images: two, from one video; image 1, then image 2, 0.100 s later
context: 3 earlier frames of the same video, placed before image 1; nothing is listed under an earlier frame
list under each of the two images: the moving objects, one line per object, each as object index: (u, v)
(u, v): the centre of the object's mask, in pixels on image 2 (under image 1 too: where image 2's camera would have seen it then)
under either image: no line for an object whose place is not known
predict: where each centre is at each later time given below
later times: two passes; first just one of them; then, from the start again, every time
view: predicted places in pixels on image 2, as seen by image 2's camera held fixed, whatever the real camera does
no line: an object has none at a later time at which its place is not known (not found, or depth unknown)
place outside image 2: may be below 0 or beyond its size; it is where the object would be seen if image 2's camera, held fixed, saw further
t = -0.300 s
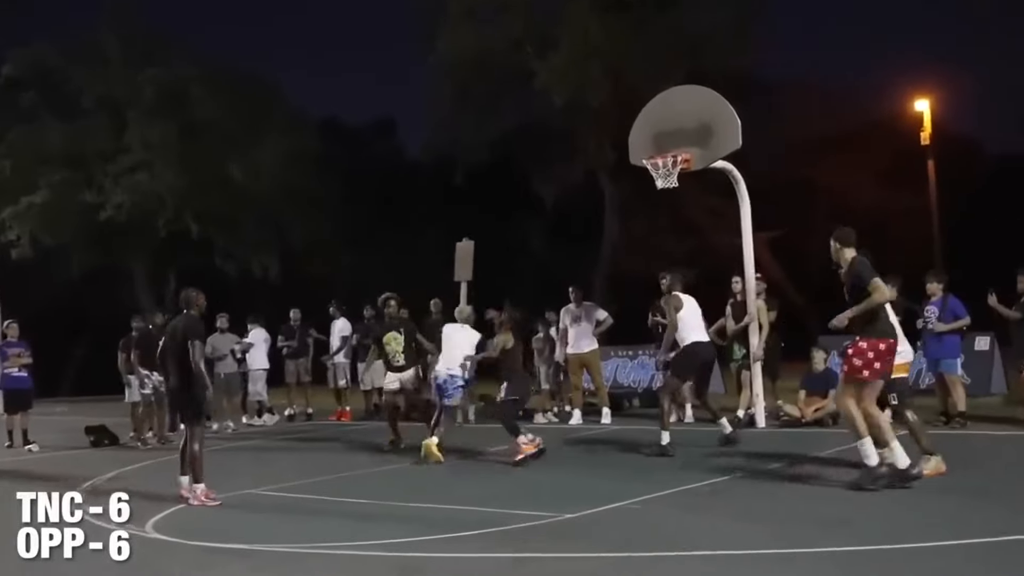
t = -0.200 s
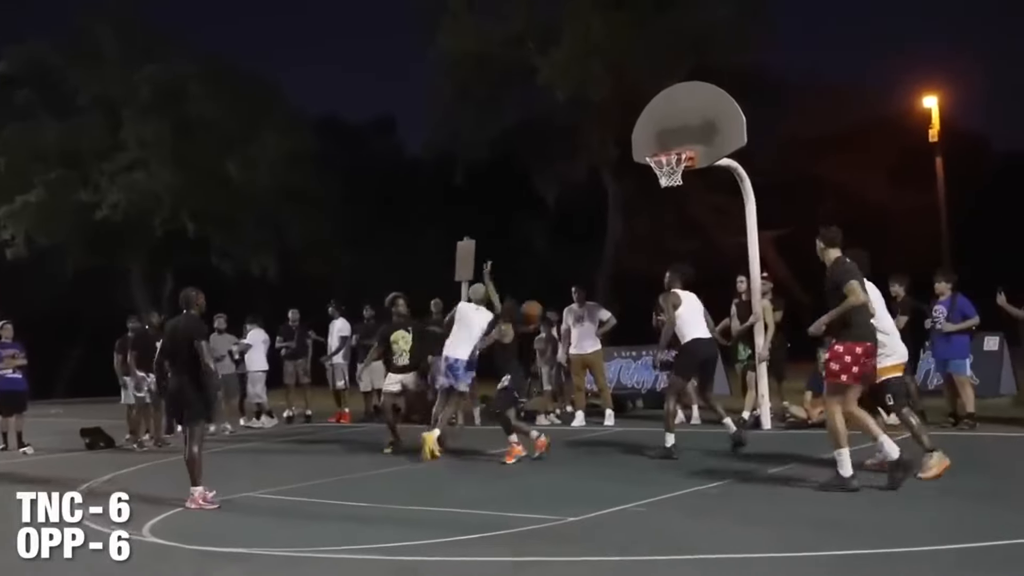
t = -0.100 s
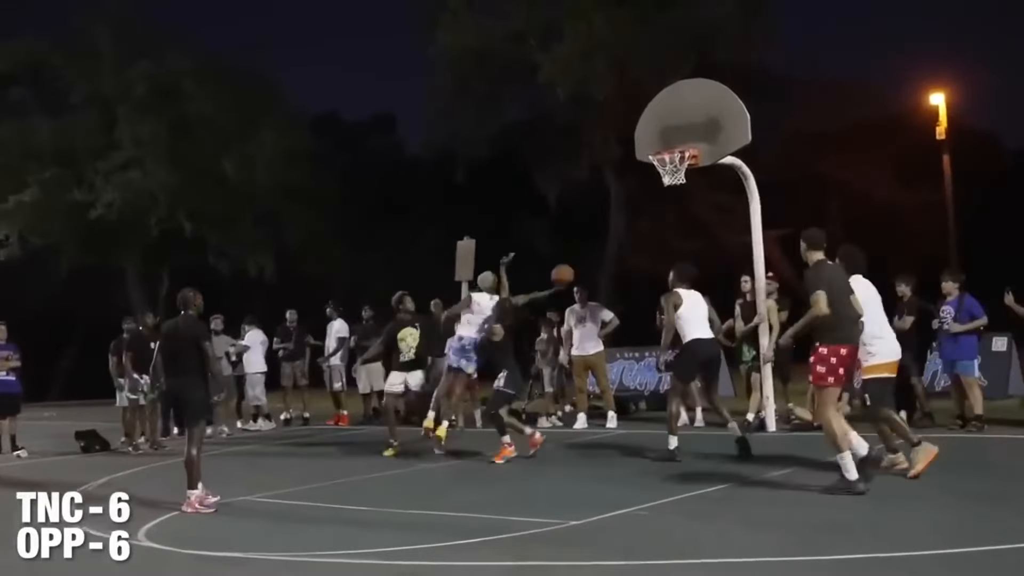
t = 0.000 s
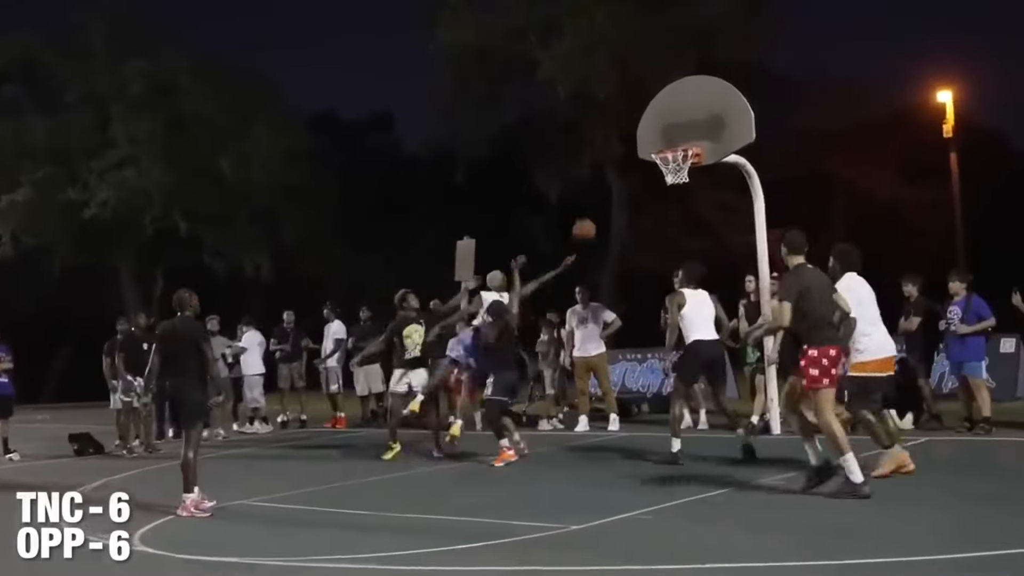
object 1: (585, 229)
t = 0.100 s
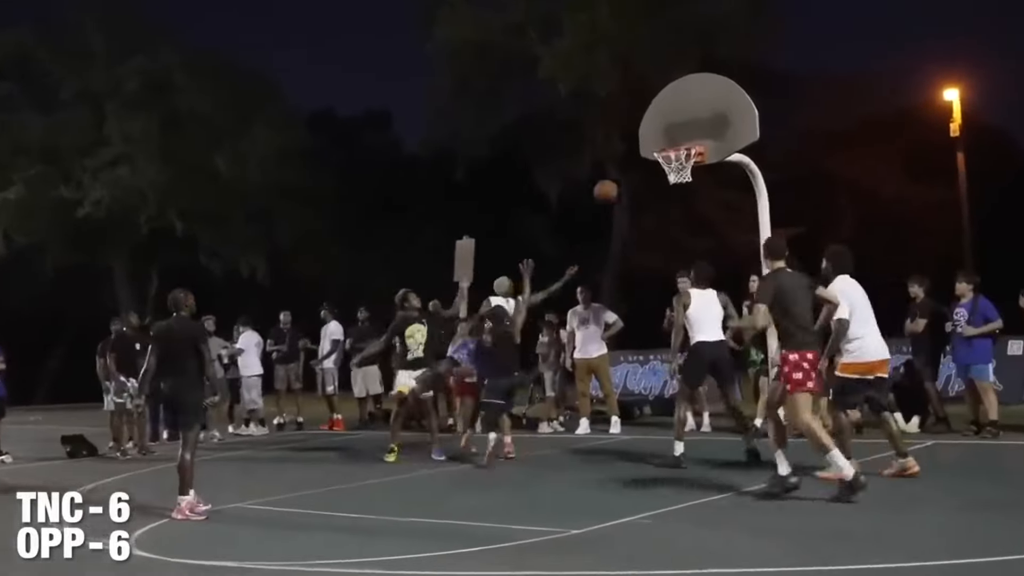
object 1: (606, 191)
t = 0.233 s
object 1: (633, 153)
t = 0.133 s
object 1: (613, 179)
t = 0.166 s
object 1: (619, 170)
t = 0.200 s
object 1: (626, 162)
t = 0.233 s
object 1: (633, 153)
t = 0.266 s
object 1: (639, 148)
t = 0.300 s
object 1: (647, 143)
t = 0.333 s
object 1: (657, 138)
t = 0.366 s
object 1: (663, 134)
